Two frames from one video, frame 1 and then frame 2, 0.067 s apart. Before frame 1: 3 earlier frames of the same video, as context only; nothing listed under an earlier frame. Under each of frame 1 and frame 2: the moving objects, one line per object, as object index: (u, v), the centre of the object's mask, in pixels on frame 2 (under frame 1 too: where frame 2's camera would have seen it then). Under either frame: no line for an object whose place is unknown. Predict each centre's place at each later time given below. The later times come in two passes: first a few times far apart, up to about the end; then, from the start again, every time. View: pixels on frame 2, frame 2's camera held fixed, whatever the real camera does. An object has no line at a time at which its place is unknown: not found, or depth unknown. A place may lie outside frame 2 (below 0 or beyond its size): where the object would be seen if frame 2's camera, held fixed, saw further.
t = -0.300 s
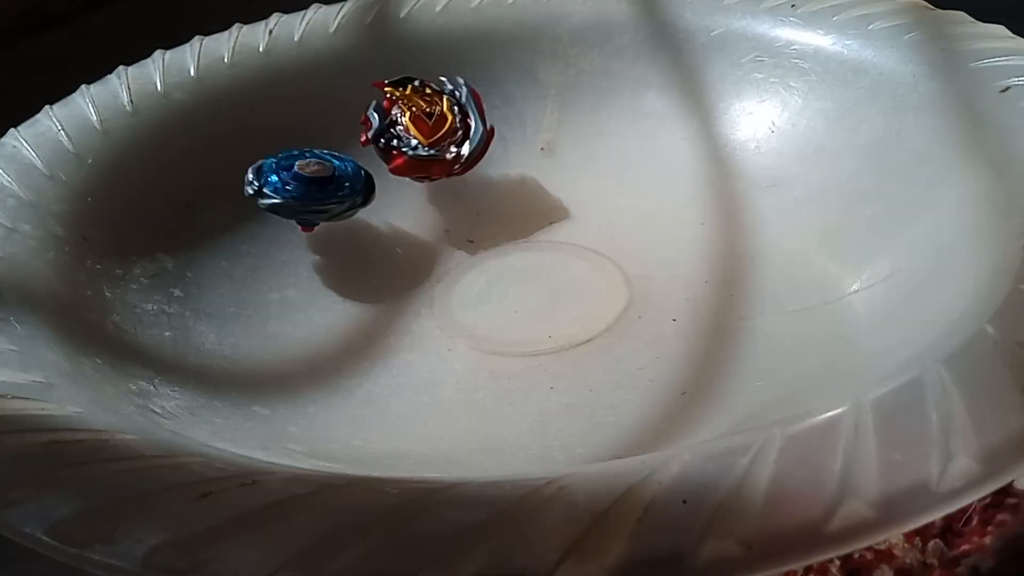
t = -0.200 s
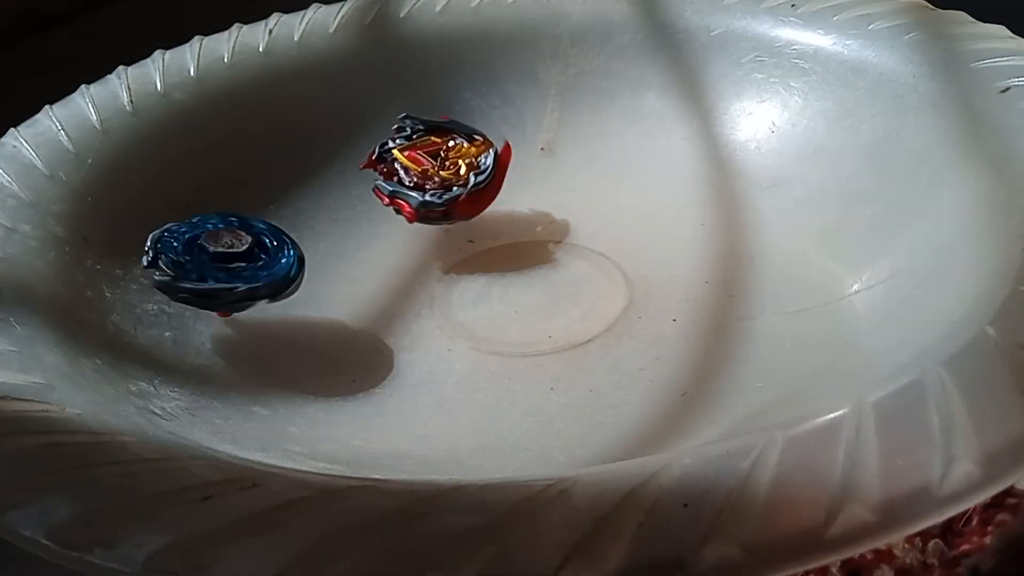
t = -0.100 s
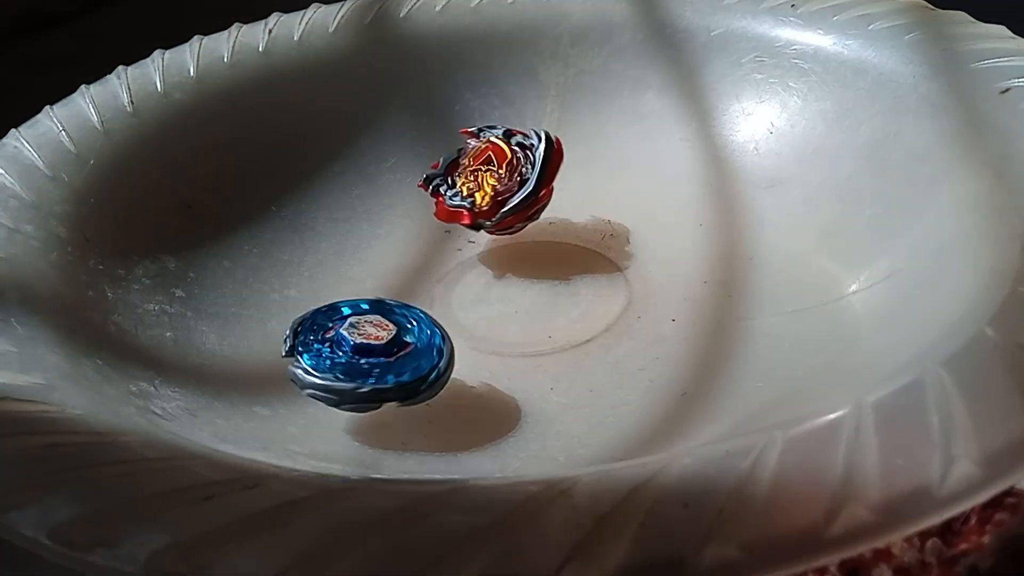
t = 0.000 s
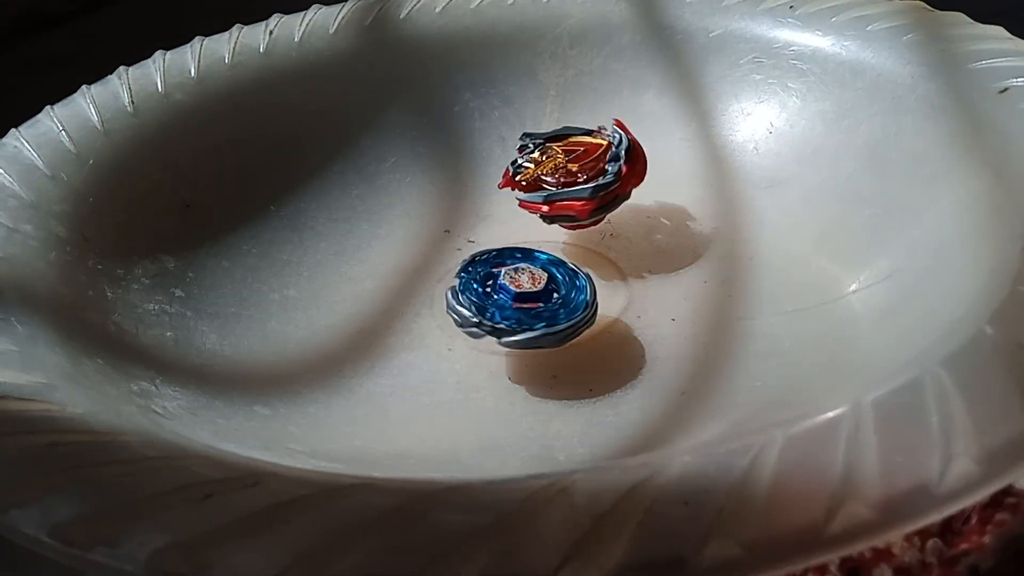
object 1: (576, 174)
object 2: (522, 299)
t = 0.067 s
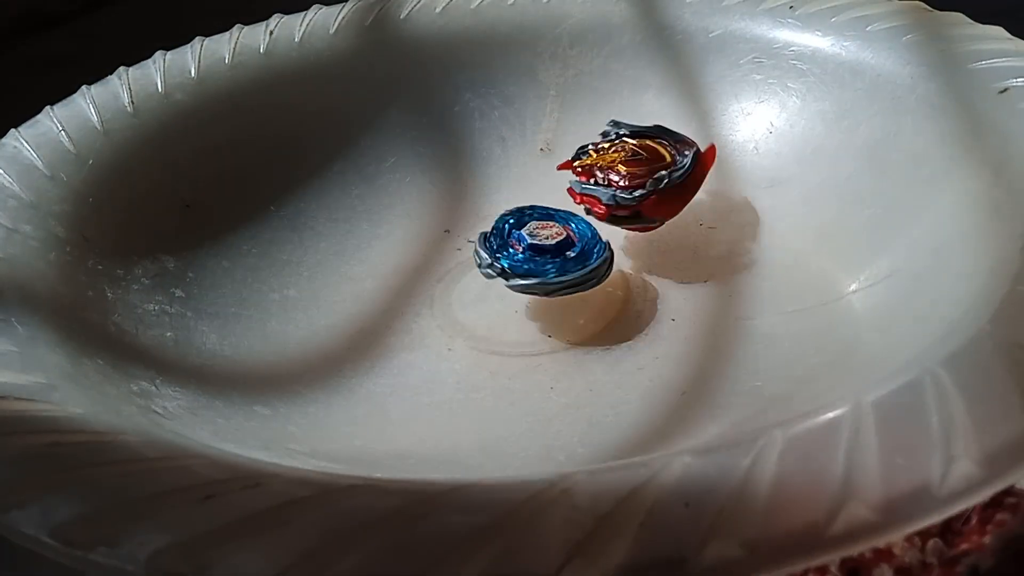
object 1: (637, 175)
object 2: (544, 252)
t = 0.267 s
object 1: (731, 149)
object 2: (550, 137)
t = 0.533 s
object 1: (674, 244)
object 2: (369, 254)
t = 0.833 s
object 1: (619, 327)
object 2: (602, 146)
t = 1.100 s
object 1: (404, 299)
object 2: (464, 217)
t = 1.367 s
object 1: (314, 242)
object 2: (727, 171)
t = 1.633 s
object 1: (402, 189)
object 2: (562, 208)
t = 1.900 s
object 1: (359, 208)
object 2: (747, 318)
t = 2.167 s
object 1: (482, 236)
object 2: (613, 265)
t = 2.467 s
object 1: (420, 219)
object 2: (426, 398)
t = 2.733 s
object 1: (398, 205)
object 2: (406, 290)
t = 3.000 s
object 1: (458, 194)
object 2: (274, 283)
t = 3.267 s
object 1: (600, 197)
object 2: (399, 222)
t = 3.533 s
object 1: (557, 224)
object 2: (431, 181)
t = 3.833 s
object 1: (554, 224)
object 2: (613, 148)
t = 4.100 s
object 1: (540, 228)
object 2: (667, 190)
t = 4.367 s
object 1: (568, 237)
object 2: (721, 238)
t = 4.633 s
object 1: (548, 201)
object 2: (647, 325)
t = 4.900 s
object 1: (516, 181)
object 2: (492, 361)
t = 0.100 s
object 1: (671, 169)
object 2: (550, 235)
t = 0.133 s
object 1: (692, 163)
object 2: (565, 216)
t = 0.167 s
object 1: (722, 156)
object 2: (573, 197)
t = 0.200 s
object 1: (741, 149)
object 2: (581, 177)
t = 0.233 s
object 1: (741, 148)
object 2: (575, 155)
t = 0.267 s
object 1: (731, 149)
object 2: (550, 137)
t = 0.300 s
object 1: (720, 153)
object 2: (516, 125)
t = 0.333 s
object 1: (712, 160)
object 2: (474, 118)
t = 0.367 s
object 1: (705, 170)
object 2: (430, 123)
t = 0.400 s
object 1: (701, 183)
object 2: (387, 138)
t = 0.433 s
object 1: (696, 198)
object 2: (355, 162)
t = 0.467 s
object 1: (689, 214)
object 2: (336, 194)
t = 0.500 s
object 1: (682, 230)
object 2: (341, 228)
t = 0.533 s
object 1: (674, 244)
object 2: (369, 254)
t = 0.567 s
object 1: (666, 258)
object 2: (410, 263)
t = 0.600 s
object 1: (659, 269)
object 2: (456, 260)
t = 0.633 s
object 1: (651, 278)
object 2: (504, 251)
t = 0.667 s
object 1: (672, 293)
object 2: (524, 228)
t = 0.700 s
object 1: (684, 306)
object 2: (545, 209)
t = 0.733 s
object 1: (680, 315)
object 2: (571, 197)
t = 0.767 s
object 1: (668, 322)
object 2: (598, 183)
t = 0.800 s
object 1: (648, 325)
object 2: (608, 164)
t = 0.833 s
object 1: (619, 327)
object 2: (602, 146)
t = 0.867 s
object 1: (590, 331)
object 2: (581, 133)
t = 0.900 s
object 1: (561, 332)
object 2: (548, 127)
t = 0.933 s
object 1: (528, 331)
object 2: (510, 129)
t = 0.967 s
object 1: (499, 328)
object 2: (473, 143)
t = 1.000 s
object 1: (473, 324)
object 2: (444, 165)
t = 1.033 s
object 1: (448, 316)
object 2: (431, 190)
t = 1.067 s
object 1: (425, 308)
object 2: (439, 209)
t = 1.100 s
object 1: (404, 299)
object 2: (464, 217)
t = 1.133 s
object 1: (379, 292)
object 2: (499, 225)
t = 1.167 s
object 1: (353, 285)
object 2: (539, 221)
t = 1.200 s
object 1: (339, 277)
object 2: (580, 223)
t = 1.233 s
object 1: (326, 268)
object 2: (622, 225)
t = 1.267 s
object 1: (315, 259)
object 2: (667, 226)
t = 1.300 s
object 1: (310, 252)
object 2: (704, 214)
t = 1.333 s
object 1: (310, 247)
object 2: (725, 194)
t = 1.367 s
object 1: (314, 242)
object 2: (727, 171)
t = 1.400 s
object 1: (321, 238)
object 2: (715, 149)
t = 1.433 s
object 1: (337, 235)
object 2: (685, 138)
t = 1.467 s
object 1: (353, 231)
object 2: (649, 134)
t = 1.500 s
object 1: (373, 224)
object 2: (610, 142)
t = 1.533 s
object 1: (393, 218)
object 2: (574, 158)
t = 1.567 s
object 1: (411, 212)
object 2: (550, 180)
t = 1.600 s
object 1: (424, 202)
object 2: (548, 194)
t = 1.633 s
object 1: (402, 189)
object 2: (562, 208)
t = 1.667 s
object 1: (372, 188)
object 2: (579, 227)
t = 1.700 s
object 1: (360, 179)
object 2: (592, 248)
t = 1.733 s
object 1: (353, 177)
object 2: (605, 273)
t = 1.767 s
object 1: (345, 179)
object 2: (615, 301)
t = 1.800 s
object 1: (340, 185)
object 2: (632, 325)
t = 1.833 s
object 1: (339, 192)
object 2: (662, 337)
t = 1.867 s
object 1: (345, 201)
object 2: (703, 334)
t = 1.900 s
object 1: (359, 208)
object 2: (747, 318)
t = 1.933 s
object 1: (373, 217)
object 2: (785, 295)
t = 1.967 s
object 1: (387, 222)
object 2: (805, 271)
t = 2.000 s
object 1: (400, 223)
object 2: (802, 251)
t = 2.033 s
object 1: (418, 223)
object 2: (778, 239)
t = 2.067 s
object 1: (438, 225)
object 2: (737, 238)
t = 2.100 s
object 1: (454, 229)
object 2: (693, 244)
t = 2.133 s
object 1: (469, 235)
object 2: (651, 253)
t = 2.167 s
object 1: (482, 236)
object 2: (613, 265)
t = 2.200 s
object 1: (479, 228)
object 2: (578, 287)
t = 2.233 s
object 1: (470, 224)
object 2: (529, 315)
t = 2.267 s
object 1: (463, 226)
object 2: (481, 336)
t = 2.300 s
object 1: (456, 224)
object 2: (439, 351)
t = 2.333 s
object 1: (444, 222)
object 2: (405, 364)
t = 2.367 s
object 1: (441, 223)
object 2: (381, 375)
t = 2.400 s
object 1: (438, 222)
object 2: (373, 384)
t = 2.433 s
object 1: (428, 220)
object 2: (388, 392)
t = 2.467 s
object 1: (420, 219)
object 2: (426, 398)
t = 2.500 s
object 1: (417, 217)
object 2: (476, 398)
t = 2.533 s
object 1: (411, 215)
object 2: (514, 389)
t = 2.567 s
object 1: (408, 214)
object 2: (526, 372)
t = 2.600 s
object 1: (407, 212)
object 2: (516, 354)
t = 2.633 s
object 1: (400, 210)
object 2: (495, 336)
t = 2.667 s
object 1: (398, 210)
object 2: (465, 319)
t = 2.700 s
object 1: (398, 209)
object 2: (435, 303)
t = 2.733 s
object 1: (398, 205)
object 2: (406, 290)
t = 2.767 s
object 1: (404, 195)
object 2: (378, 282)
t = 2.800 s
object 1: (416, 191)
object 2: (352, 270)
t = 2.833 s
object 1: (421, 191)
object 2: (325, 260)
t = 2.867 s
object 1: (422, 193)
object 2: (299, 253)
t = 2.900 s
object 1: (422, 190)
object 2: (275, 250)
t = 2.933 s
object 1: (433, 188)
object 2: (257, 255)
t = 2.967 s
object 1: (446, 190)
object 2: (255, 268)
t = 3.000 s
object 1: (458, 194)
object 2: (274, 283)
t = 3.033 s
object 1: (461, 201)
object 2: (306, 292)
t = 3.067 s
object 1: (466, 203)
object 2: (339, 289)
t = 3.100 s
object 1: (473, 205)
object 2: (364, 278)
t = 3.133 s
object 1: (502, 205)
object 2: (362, 270)
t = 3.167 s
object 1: (535, 195)
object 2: (365, 262)
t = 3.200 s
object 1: (568, 199)
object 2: (377, 251)
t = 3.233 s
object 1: (590, 194)
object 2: (390, 235)
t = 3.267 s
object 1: (600, 197)
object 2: (399, 222)
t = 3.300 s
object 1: (603, 202)
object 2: (410, 209)
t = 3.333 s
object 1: (601, 209)
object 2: (418, 197)
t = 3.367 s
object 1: (591, 219)
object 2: (423, 186)
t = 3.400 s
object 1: (584, 224)
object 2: (424, 176)
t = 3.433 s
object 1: (578, 223)
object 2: (421, 172)
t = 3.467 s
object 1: (570, 227)
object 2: (419, 174)
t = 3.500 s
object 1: (562, 224)
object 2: (422, 178)
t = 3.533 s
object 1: (557, 224)
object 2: (431, 181)
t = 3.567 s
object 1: (554, 226)
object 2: (446, 184)
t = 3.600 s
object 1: (554, 223)
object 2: (465, 183)
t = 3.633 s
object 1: (563, 219)
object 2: (481, 176)
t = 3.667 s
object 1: (562, 219)
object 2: (495, 169)
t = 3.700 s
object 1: (560, 221)
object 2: (527, 156)
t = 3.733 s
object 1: (555, 224)
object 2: (564, 147)
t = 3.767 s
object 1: (550, 226)
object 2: (587, 149)
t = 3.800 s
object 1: (551, 224)
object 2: (604, 150)
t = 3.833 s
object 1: (554, 224)
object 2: (613, 148)
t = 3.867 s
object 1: (554, 227)
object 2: (617, 147)
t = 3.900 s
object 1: (552, 228)
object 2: (615, 147)
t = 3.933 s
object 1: (548, 231)
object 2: (612, 152)
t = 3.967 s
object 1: (544, 227)
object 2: (617, 161)
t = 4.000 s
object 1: (539, 231)
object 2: (625, 171)
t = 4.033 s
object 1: (533, 234)
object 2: (637, 176)
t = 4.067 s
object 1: (535, 233)
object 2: (651, 183)
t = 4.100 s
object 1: (540, 228)
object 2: (667, 190)
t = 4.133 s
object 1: (541, 223)
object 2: (681, 194)
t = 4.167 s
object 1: (541, 224)
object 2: (692, 199)
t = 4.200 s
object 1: (546, 222)
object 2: (703, 206)
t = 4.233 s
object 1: (545, 225)
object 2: (713, 211)
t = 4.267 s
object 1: (546, 227)
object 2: (718, 216)
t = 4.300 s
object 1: (555, 230)
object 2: (722, 223)
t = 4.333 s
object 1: (563, 235)
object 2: (724, 229)
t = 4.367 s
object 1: (568, 237)
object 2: (721, 238)
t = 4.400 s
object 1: (569, 232)
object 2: (717, 248)
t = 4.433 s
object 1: (568, 231)
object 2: (714, 258)
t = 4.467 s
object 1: (567, 232)
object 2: (705, 269)
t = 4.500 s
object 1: (565, 228)
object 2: (697, 281)
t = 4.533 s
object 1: (561, 223)
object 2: (688, 292)
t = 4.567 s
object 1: (557, 214)
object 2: (674, 304)
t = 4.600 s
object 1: (552, 206)
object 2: (661, 316)
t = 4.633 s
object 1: (548, 201)
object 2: (647, 325)
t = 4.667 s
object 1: (547, 197)
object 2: (629, 335)
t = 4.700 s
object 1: (541, 194)
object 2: (613, 344)
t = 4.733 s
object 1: (536, 188)
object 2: (594, 349)
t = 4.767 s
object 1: (531, 186)
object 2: (572, 355)
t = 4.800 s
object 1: (526, 185)
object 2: (555, 359)
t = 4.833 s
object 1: (523, 184)
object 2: (532, 361)
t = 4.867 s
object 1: (519, 182)
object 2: (511, 362)
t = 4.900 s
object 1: (516, 181)
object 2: (492, 361)
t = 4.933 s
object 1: (512, 181)
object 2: (470, 359)
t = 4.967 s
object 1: (509, 181)
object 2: (454, 357)
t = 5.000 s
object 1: (505, 182)
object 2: (434, 351)
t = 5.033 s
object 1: (503, 182)
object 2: (416, 346)
